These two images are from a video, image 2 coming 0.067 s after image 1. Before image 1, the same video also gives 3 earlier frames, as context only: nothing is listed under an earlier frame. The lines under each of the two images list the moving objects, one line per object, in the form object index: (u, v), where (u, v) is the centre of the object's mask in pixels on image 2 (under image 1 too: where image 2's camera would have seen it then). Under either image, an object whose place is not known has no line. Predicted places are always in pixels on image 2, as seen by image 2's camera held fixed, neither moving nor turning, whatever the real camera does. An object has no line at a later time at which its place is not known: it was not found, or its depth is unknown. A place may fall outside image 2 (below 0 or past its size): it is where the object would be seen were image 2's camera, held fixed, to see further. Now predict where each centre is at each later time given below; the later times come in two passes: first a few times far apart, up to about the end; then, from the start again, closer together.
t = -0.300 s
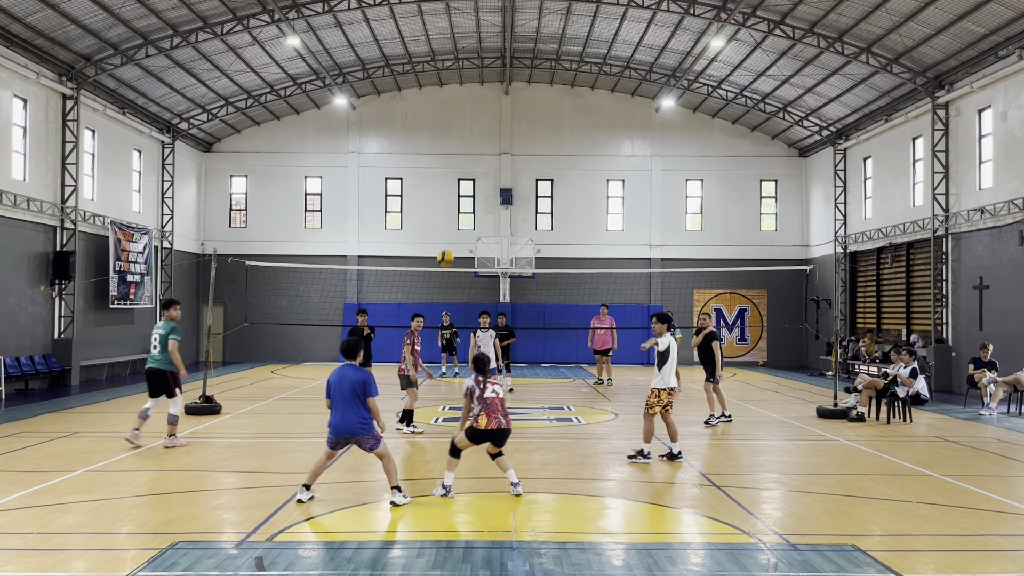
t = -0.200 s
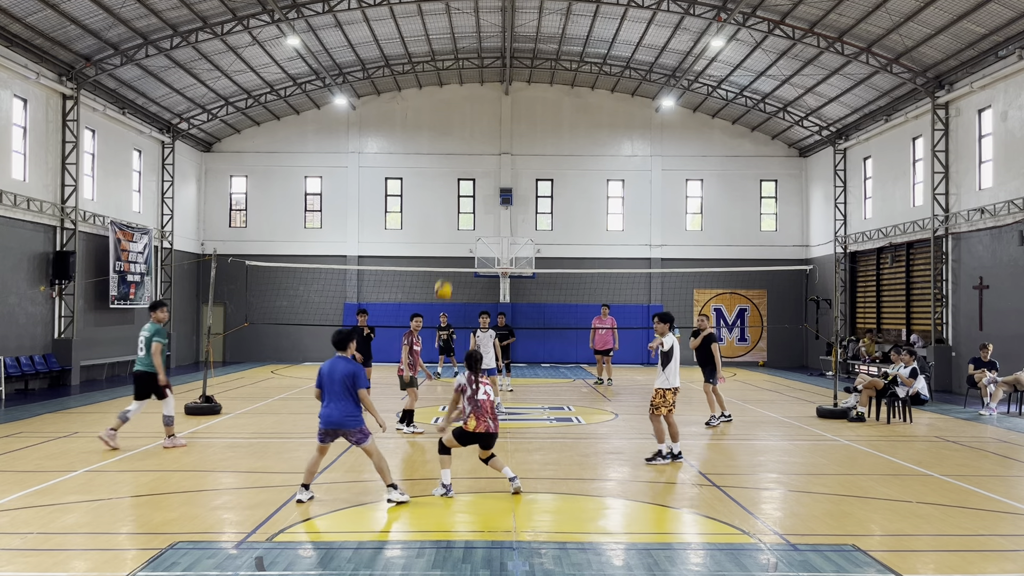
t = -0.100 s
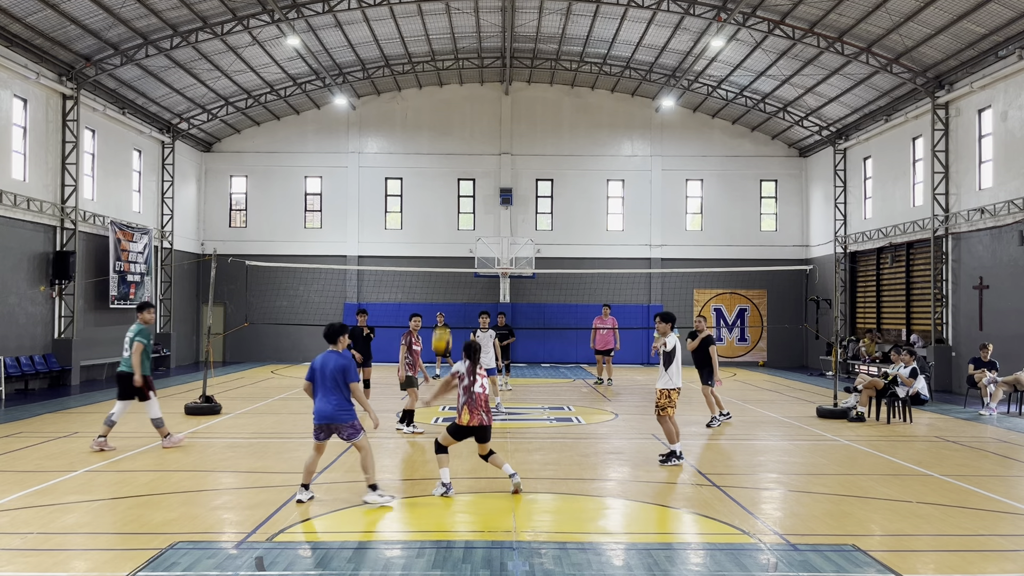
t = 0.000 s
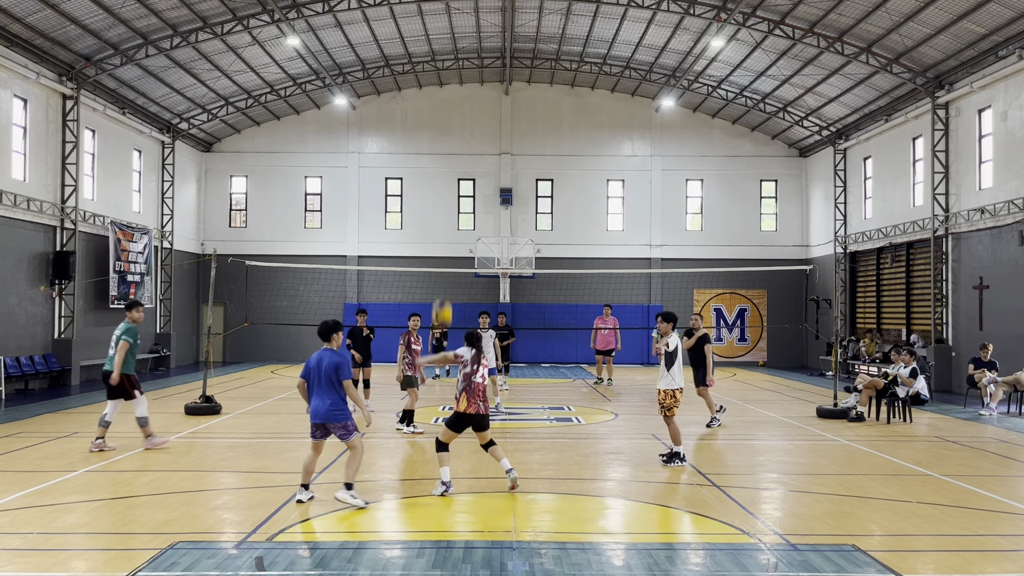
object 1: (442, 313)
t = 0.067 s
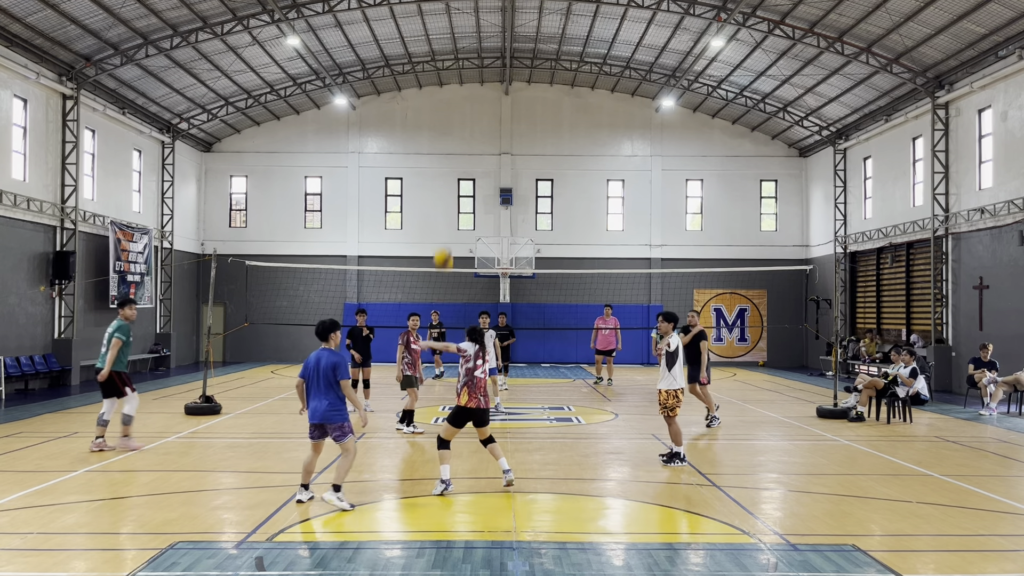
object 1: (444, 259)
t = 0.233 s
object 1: (447, 150)
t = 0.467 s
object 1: (450, 57)
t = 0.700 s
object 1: (453, 20)
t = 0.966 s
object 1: (456, 28)
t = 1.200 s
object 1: (455, 80)
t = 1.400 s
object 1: (456, 147)
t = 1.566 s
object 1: (457, 217)
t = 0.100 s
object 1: (444, 232)
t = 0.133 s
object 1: (445, 210)
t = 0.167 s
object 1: (447, 186)
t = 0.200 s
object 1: (446, 168)
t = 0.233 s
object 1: (447, 150)
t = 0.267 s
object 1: (447, 133)
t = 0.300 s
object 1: (450, 112)
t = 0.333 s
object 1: (450, 100)
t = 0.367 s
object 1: (449, 89)
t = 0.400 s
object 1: (449, 76)
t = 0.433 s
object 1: (449, 66)
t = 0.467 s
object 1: (450, 57)
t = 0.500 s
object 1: (451, 45)
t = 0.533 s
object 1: (451, 40)
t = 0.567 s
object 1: (452, 36)
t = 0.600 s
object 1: (452, 30)
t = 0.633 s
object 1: (452, 26)
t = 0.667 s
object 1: (454, 20)
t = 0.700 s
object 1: (453, 20)
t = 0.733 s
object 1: (453, 19)
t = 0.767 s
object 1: (453, 18)
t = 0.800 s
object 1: (453, 18)
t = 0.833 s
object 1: (454, 20)
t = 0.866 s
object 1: (454, 21)
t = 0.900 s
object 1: (454, 24)
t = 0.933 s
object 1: (454, 28)
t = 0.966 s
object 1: (456, 28)
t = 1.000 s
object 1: (455, 37)
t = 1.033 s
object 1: (455, 42)
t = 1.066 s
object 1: (455, 49)
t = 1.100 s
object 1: (455, 56)
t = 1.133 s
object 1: (455, 64)
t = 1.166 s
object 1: (455, 72)
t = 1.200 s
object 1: (455, 80)
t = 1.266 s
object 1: (456, 101)
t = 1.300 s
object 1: (456, 111)
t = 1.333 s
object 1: (456, 123)
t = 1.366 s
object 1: (457, 135)
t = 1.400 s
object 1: (456, 147)
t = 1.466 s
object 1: (457, 174)
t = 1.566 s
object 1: (457, 217)
